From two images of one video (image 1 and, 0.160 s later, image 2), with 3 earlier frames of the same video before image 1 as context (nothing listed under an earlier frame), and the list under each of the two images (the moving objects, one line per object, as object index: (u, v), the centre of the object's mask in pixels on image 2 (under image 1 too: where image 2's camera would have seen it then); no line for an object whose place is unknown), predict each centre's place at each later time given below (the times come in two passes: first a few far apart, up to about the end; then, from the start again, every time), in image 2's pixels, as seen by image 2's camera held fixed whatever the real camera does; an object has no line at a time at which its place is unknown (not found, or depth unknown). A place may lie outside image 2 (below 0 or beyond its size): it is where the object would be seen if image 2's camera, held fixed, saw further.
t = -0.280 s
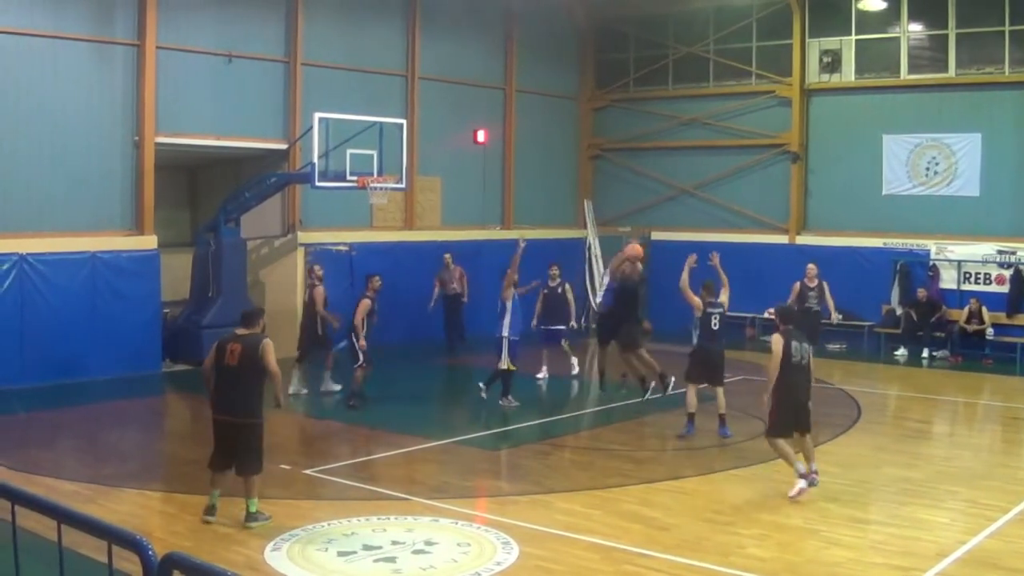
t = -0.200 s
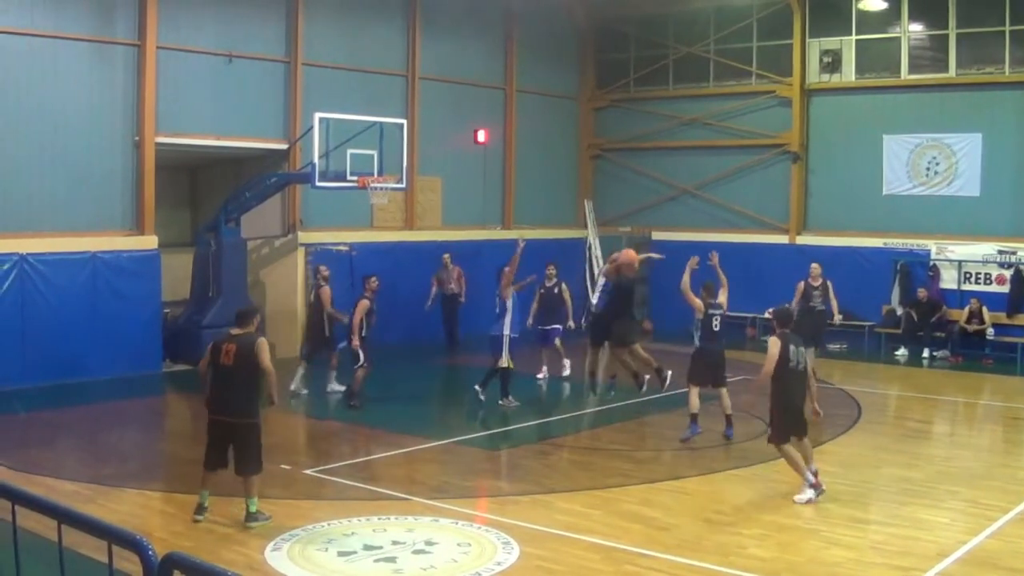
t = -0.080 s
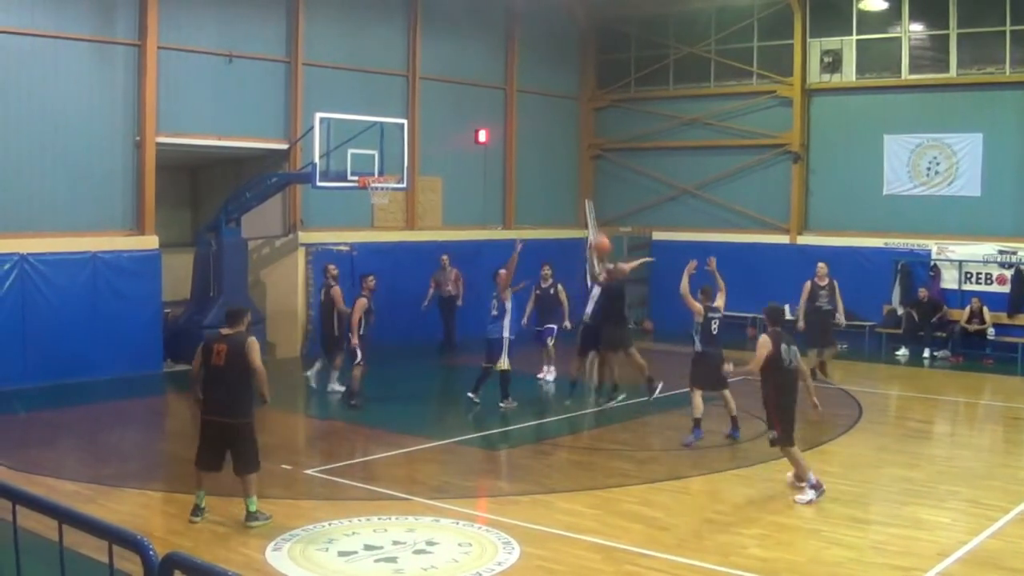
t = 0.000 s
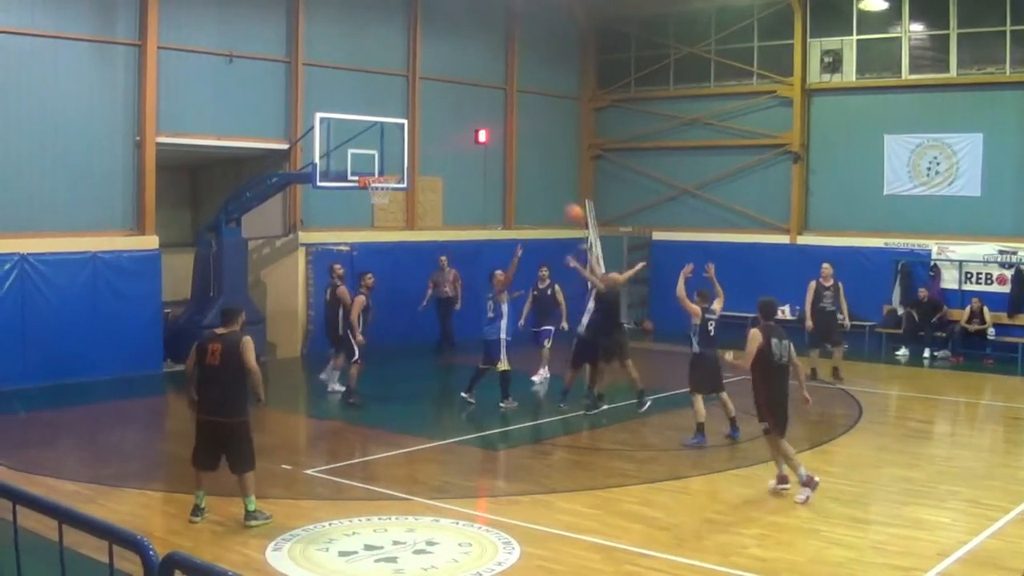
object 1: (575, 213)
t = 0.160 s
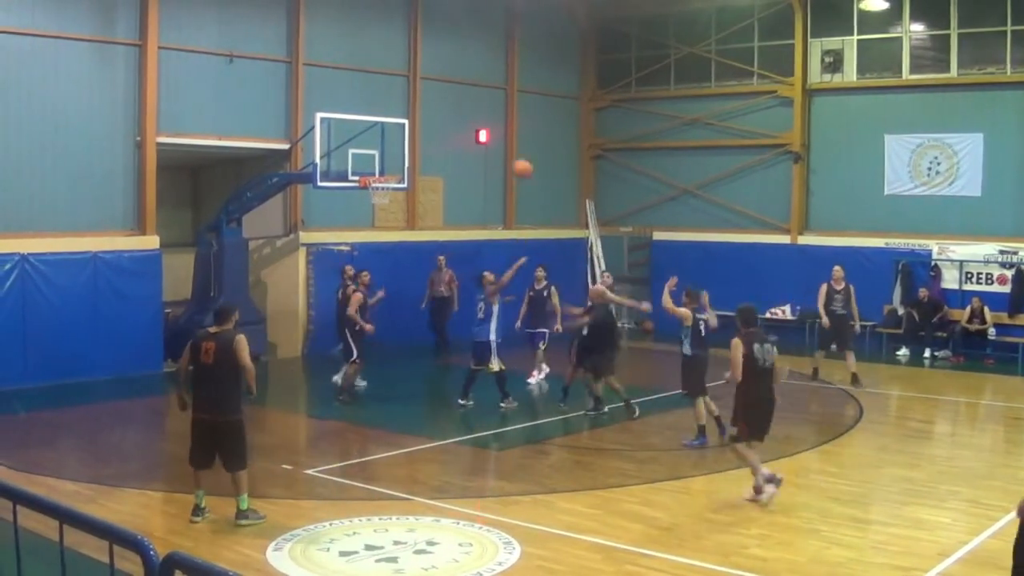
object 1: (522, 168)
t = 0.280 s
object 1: (485, 148)
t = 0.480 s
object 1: (424, 140)
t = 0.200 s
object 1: (509, 159)
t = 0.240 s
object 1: (497, 153)
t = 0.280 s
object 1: (485, 148)
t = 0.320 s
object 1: (471, 144)
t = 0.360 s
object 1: (460, 141)
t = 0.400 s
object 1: (448, 140)
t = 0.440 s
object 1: (435, 139)
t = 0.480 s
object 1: (424, 140)
